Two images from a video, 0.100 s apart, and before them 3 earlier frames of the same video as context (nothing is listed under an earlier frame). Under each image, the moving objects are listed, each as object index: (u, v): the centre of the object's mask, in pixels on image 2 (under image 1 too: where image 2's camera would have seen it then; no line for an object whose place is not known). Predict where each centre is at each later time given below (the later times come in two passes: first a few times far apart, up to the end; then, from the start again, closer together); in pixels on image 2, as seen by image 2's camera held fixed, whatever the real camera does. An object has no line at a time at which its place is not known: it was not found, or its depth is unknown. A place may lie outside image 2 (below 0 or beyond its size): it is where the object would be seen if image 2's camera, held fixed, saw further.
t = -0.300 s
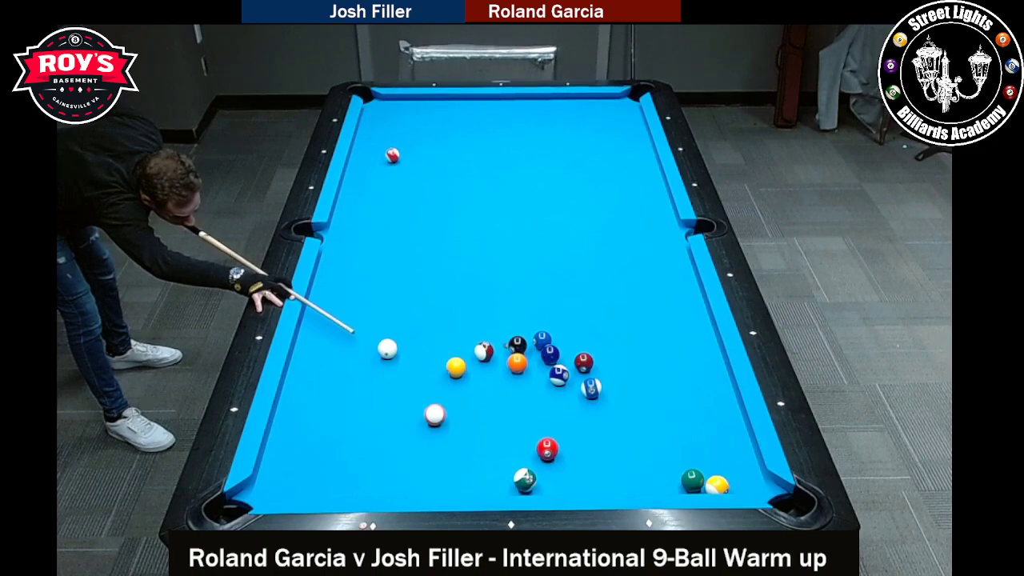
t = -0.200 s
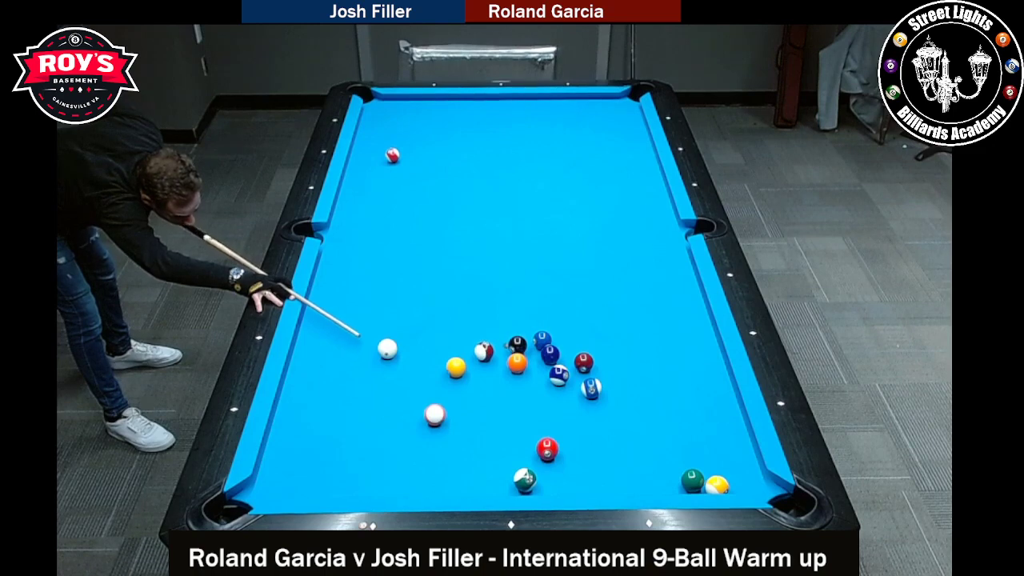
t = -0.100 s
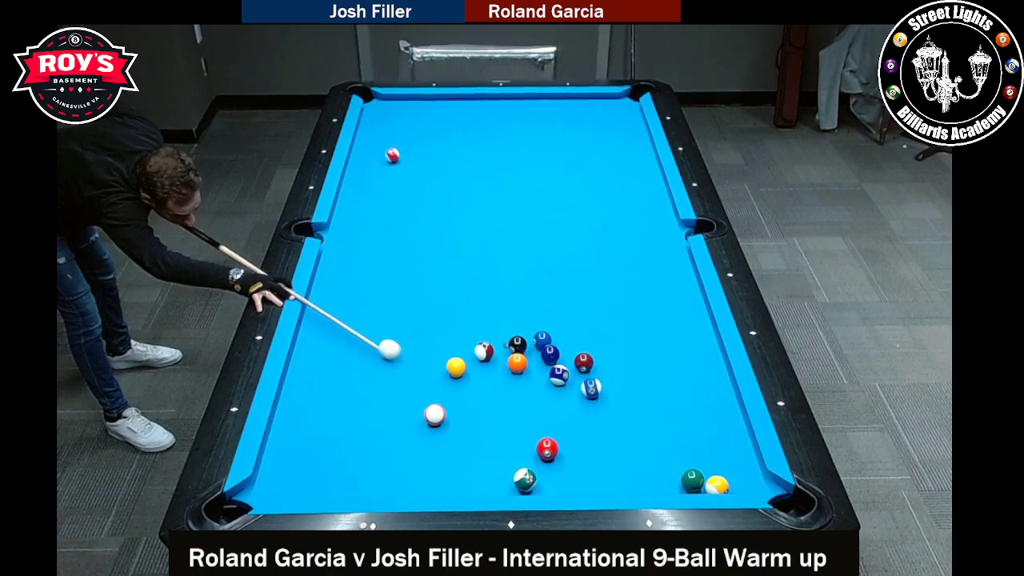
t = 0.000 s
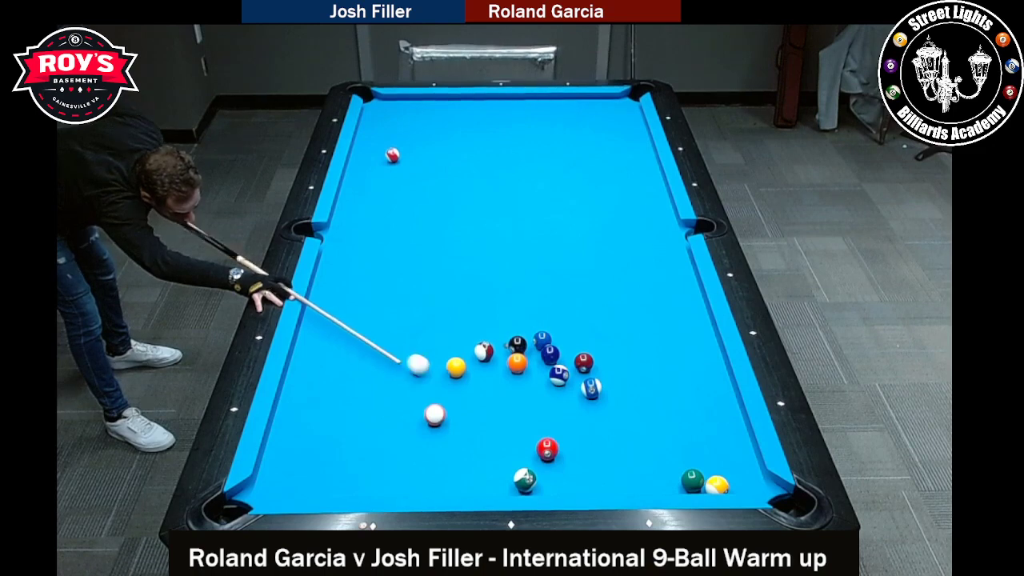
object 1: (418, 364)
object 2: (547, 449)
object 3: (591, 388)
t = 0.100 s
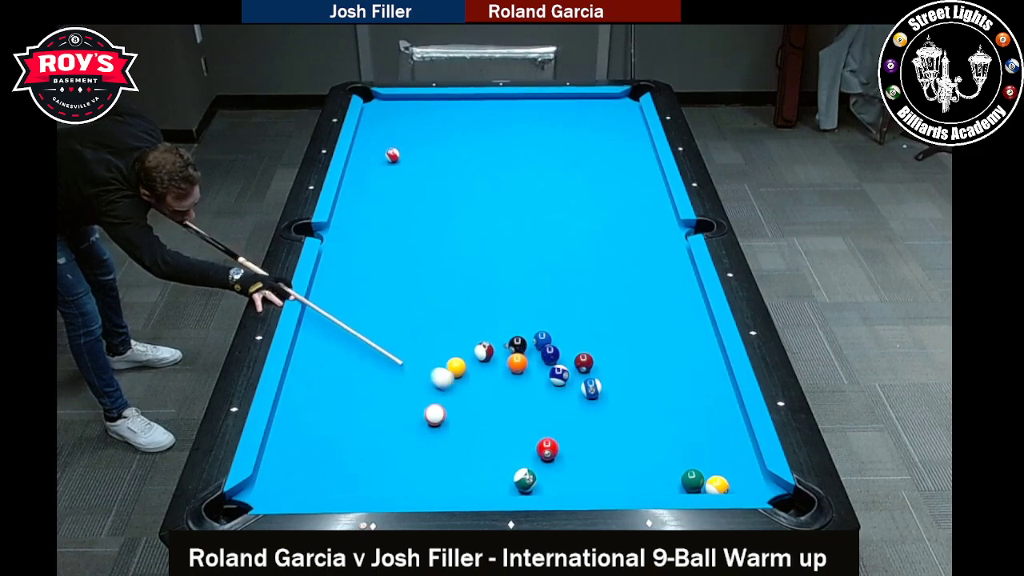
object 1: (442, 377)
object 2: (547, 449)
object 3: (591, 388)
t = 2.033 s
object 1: (720, 467)
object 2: (586, 407)
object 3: (591, 387)
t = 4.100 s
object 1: (712, 458)
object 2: (588, 400)
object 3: (597, 372)
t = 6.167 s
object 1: (712, 458)
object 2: (588, 400)
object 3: (597, 372)
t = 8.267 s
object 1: (713, 458)
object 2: (588, 400)
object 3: (597, 372)
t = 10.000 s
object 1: (712, 458)
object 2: (588, 400)
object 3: (597, 372)
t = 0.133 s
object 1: (450, 382)
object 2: (547, 449)
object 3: (591, 388)
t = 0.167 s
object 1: (458, 386)
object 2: (547, 449)
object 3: (591, 388)
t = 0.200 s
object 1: (466, 391)
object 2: (547, 449)
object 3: (591, 388)
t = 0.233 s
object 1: (474, 395)
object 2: (547, 449)
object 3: (591, 388)
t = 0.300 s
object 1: (491, 405)
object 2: (547, 449)
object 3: (591, 388)
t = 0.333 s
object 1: (499, 409)
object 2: (547, 449)
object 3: (591, 388)
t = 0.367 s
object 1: (508, 414)
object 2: (547, 449)
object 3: (591, 388)
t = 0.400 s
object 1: (517, 419)
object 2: (547, 449)
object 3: (591, 388)
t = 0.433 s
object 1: (525, 424)
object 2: (547, 449)
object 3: (591, 388)
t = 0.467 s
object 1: (534, 429)
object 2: (547, 449)
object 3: (591, 388)
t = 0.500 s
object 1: (543, 432)
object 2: (548, 450)
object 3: (591, 388)
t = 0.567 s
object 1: (557, 433)
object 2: (552, 460)
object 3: (591, 388)
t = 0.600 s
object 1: (564, 434)
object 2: (554, 464)
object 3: (591, 388)
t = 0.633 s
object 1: (571, 435)
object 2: (556, 468)
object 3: (591, 388)
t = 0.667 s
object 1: (578, 436)
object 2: (558, 473)
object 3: (591, 388)
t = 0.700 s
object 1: (585, 436)
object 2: (560, 477)
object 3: (591, 388)
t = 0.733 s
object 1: (592, 437)
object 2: (562, 481)
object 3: (591, 388)
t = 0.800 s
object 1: (606, 438)
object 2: (565, 487)
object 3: (591, 388)
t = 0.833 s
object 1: (613, 439)
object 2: (566, 485)
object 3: (591, 388)
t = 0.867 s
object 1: (620, 440)
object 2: (567, 482)
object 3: (591, 388)
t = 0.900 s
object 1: (627, 440)
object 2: (567, 480)
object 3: (591, 388)
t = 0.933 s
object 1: (634, 441)
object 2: (568, 477)
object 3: (591, 388)
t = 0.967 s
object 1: (640, 442)
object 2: (569, 475)
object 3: (591, 388)
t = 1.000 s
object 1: (648, 443)
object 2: (570, 471)
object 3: (591, 388)
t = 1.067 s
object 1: (661, 444)
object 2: (571, 466)
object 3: (591, 388)
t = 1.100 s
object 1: (668, 445)
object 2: (572, 464)
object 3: (591, 388)
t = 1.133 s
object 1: (675, 446)
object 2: (573, 461)
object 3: (591, 388)
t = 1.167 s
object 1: (682, 446)
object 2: (573, 459)
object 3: (591, 388)
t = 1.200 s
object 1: (688, 447)
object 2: (574, 456)
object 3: (591, 388)
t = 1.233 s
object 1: (695, 448)
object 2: (575, 454)
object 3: (591, 388)
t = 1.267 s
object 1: (702, 449)
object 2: (575, 451)
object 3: (591, 388)
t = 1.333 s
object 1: (715, 450)
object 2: (577, 446)
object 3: (591, 388)
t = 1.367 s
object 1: (722, 451)
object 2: (577, 444)
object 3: (591, 388)
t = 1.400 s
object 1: (728, 452)
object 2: (577, 442)
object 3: (591, 388)
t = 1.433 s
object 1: (735, 452)
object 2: (578, 440)
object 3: (591, 388)
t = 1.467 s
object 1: (741, 453)
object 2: (579, 438)
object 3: (591, 388)
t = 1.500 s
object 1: (748, 454)
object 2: (579, 436)
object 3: (591, 388)
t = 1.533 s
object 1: (748, 456)
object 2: (579, 434)
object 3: (591, 388)
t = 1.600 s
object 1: (742, 460)
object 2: (580, 430)
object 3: (591, 388)
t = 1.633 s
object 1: (739, 463)
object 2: (581, 427)
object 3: (591, 388)
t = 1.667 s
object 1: (736, 465)
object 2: (582, 425)
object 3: (591, 388)
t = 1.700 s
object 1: (734, 468)
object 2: (582, 424)
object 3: (591, 388)
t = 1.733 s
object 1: (731, 469)
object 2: (582, 422)
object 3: (591, 388)
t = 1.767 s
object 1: (729, 471)
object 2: (583, 420)
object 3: (591, 388)
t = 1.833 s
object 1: (726, 471)
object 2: (584, 416)
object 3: (591, 388)
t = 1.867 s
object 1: (725, 470)
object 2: (584, 415)
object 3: (591, 388)
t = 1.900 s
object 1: (724, 470)
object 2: (584, 413)
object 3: (591, 388)
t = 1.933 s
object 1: (723, 469)
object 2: (585, 411)
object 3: (591, 388)
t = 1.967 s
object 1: (722, 468)
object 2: (585, 410)
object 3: (591, 388)
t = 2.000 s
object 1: (721, 468)
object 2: (586, 408)
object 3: (591, 387)
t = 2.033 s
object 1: (720, 467)
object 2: (586, 407)
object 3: (591, 387)
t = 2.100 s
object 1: (719, 466)
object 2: (587, 404)
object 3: (591, 386)
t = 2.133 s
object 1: (718, 465)
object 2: (587, 402)
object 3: (591, 386)
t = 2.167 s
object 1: (718, 465)
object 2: (588, 401)
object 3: (592, 385)
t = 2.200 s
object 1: (717, 464)
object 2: (588, 401)
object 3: (592, 385)
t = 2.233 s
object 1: (717, 464)
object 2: (588, 401)
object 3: (592, 384)
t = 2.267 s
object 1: (716, 463)
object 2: (588, 400)
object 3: (592, 384)
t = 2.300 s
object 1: (716, 463)
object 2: (588, 400)
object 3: (592, 383)
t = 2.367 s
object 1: (715, 462)
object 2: (588, 400)
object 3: (593, 382)
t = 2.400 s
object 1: (715, 462)
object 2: (588, 400)
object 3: (593, 382)
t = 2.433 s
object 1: (714, 461)
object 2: (588, 400)
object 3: (593, 381)
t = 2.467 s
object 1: (714, 461)
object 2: (588, 400)
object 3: (593, 381)
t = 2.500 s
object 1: (714, 461)
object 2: (588, 400)
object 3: (594, 380)
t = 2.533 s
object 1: (714, 460)
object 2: (588, 400)
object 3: (594, 380)
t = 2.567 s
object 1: (713, 460)
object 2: (588, 400)
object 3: (594, 379)
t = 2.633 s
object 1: (713, 459)
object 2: (588, 400)
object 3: (594, 378)
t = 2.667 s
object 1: (713, 459)
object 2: (588, 400)
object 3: (594, 378)
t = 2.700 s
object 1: (713, 459)
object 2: (588, 400)
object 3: (595, 377)
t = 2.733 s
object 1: (713, 459)
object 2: (588, 400)
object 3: (595, 377)
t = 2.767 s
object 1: (712, 458)
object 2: (588, 400)
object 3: (595, 376)
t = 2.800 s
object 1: (712, 458)
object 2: (588, 400)
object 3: (595, 376)
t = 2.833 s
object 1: (712, 458)
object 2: (588, 400)
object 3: (595, 376)
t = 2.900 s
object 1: (712, 458)
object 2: (588, 400)
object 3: (596, 375)
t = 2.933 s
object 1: (712, 458)
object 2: (588, 400)
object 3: (596, 375)
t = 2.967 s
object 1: (712, 458)
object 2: (588, 400)
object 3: (596, 375)
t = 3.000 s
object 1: (712, 458)
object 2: (588, 400)
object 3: (596, 374)
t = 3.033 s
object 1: (712, 458)
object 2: (588, 400)
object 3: (596, 374)
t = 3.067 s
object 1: (712, 457)
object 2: (588, 400)
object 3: (596, 374)
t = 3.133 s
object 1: (712, 458)
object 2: (588, 400)
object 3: (596, 373)
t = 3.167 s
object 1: (712, 458)
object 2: (588, 400)
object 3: (596, 373)
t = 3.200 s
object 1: (712, 458)
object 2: (588, 400)
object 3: (597, 373)
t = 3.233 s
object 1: (712, 458)
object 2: (588, 400)
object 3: (597, 373)
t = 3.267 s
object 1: (712, 458)
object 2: (588, 400)
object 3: (597, 373)
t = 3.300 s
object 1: (712, 458)
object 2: (588, 400)
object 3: (597, 373)
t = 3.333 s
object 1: (712, 458)
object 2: (588, 400)
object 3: (597, 373)
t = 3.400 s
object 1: (712, 458)
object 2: (588, 400)
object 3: (597, 373)
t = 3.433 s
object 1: (712, 458)
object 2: (588, 400)
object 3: (597, 373)
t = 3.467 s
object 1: (712, 458)
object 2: (588, 400)
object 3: (597, 373)
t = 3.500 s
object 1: (712, 458)
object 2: (588, 400)
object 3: (597, 373)
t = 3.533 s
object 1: (712, 458)
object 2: (588, 400)
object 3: (597, 372)
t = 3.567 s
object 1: (712, 458)
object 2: (588, 400)
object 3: (597, 372)
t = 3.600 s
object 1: (712, 458)
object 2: (588, 400)
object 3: (597, 372)
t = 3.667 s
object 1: (712, 458)
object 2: (588, 400)
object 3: (597, 372)
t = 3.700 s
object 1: (712, 458)
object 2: (588, 400)
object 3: (597, 372)
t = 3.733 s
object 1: (712, 458)
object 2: (588, 400)
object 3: (597, 372)
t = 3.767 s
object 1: (712, 458)
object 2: (588, 400)
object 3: (597, 372)
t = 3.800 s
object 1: (712, 458)
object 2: (588, 400)
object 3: (597, 372)
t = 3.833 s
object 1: (712, 458)
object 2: (588, 400)
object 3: (597, 372)
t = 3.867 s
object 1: (712, 458)
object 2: (588, 400)
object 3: (597, 372)
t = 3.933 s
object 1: (712, 458)
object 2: (588, 400)
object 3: (597, 372)
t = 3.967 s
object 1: (712, 458)
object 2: (588, 400)
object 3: (597, 372)
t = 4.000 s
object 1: (712, 458)
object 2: (588, 400)
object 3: (597, 372)
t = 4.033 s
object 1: (712, 458)
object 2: (588, 400)
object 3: (597, 372)
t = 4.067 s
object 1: (712, 458)
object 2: (588, 400)
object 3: (597, 372)
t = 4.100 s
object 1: (712, 458)
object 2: (588, 400)
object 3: (597, 372)
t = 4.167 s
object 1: (712, 458)
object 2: (588, 400)
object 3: (597, 372)
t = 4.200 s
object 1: (712, 458)
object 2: (588, 400)
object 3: (597, 372)
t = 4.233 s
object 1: (712, 458)
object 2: (588, 400)
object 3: (597, 372)
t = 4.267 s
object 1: (712, 458)
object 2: (588, 400)
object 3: (597, 372)
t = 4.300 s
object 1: (712, 458)
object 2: (588, 400)
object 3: (597, 372)
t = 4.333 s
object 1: (712, 458)
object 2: (588, 400)
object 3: (597, 372)
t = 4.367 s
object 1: (712, 458)
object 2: (588, 400)
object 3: (597, 372)
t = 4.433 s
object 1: (712, 458)
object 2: (588, 400)
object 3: (597, 372)
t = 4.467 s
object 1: (712, 458)
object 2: (588, 400)
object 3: (597, 372)
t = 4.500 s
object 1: (712, 458)
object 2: (588, 400)
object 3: (597, 372)
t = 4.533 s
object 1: (712, 458)
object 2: (588, 400)
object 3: (597, 372)
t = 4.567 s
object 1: (712, 458)
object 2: (588, 400)
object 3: (597, 372)
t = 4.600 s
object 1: (712, 458)
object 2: (588, 400)
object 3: (597, 372)
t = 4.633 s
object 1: (712, 458)
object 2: (588, 400)
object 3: (597, 372)
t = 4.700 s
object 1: (712, 458)
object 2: (588, 400)
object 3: (597, 372)
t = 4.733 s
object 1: (712, 458)
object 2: (588, 400)
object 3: (597, 372)
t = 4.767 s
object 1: (712, 458)
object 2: (588, 400)
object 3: (597, 372)
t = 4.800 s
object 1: (712, 458)
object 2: (588, 400)
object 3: (597, 372)
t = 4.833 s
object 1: (712, 458)
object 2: (588, 400)
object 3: (597, 372)
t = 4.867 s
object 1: (712, 458)
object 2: (588, 400)
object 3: (597, 372)
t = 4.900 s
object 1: (712, 458)
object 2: (588, 400)
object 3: (597, 372)
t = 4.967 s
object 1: (712, 458)
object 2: (588, 400)
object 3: (597, 372)
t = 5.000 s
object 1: (712, 458)
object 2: (588, 400)
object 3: (597, 372)
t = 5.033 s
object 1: (712, 458)
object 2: (588, 400)
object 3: (597, 372)
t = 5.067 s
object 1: (712, 458)
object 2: (588, 400)
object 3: (597, 372)
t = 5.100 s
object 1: (712, 458)
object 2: (588, 400)
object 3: (597, 372)
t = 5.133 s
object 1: (712, 458)
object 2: (588, 400)
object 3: (597, 372)
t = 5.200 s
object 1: (712, 458)
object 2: (588, 400)
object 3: (597, 372)
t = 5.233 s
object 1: (713, 458)
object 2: (588, 400)
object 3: (597, 372)
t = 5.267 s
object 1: (712, 458)
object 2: (588, 400)
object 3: (597, 372)
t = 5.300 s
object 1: (712, 458)
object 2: (588, 400)
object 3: (597, 372)
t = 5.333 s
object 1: (712, 458)
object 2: (588, 400)
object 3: (597, 372)
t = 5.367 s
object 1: (712, 458)
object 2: (588, 400)
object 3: (597, 372)
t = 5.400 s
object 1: (712, 458)
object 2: (588, 400)
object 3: (597, 372)
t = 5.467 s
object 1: (713, 458)
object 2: (588, 400)
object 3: (597, 372)
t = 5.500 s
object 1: (712, 458)
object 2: (588, 400)
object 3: (597, 372)
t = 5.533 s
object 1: (712, 458)
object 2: (588, 400)
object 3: (597, 372)
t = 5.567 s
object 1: (712, 458)
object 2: (588, 400)
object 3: (597, 372)
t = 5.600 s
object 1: (712, 458)
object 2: (588, 400)
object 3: (597, 372)
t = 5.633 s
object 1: (712, 457)
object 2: (588, 400)
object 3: (597, 372)
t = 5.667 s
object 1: (712, 458)
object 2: (588, 400)
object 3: (597, 372)
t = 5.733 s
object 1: (712, 458)
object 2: (588, 400)
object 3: (597, 372)
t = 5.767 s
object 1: (713, 458)
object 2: (588, 400)
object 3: (597, 372)
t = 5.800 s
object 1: (712, 458)
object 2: (588, 400)
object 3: (597, 372)
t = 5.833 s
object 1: (712, 458)
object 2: (588, 400)
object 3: (597, 372)
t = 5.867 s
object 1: (712, 458)
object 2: (588, 400)
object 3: (597, 372)
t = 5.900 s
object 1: (712, 458)
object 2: (588, 400)
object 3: (597, 372)
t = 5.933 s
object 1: (712, 458)
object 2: (588, 400)
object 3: (597, 372)
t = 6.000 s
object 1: (712, 458)
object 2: (588, 400)
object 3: (597, 372)
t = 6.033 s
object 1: (712, 458)
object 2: (588, 400)
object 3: (597, 372)
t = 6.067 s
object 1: (712, 458)
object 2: (588, 400)
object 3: (597, 372)
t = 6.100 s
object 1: (712, 458)
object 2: (588, 400)
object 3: (597, 372)
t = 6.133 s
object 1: (712, 458)
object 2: (588, 400)
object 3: (597, 372)
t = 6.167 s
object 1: (712, 458)
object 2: (588, 400)
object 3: (597, 372)
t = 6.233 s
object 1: (713, 458)
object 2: (588, 400)
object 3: (597, 372)
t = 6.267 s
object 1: (712, 458)
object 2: (588, 400)
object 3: (597, 372)
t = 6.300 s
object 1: (712, 458)
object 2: (588, 400)
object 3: (597, 372)
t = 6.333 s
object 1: (712, 458)
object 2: (588, 400)
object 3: (597, 372)
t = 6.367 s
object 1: (712, 458)
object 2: (588, 400)
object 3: (597, 372)
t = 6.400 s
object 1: (712, 458)
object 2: (588, 400)
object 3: (597, 372)
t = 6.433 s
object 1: (712, 458)
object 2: (588, 400)
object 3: (597, 372)
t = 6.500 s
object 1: (712, 458)
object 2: (588, 400)
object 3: (597, 372)
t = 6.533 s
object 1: (712, 458)
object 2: (588, 400)
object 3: (597, 372)
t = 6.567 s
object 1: (712, 458)
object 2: (588, 400)
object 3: (597, 372)
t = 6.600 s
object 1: (712, 458)
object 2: (588, 400)
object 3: (597, 372)
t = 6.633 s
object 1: (712, 458)
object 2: (588, 400)
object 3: (597, 372)
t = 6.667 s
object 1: (712, 458)
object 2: (588, 400)
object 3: (597, 372)
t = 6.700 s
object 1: (712, 458)
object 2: (588, 400)
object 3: (597, 372)
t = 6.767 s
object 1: (712, 458)
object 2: (588, 400)
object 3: (597, 372)
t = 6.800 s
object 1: (712, 458)
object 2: (588, 400)
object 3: (597, 372)
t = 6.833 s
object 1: (712, 458)
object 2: (588, 400)
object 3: (597, 372)
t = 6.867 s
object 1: (712, 458)
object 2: (588, 400)
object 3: (597, 372)
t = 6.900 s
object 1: (712, 458)
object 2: (588, 400)
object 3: (597, 372)
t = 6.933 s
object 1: (712, 458)
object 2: (588, 400)
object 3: (597, 372)
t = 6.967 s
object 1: (712, 458)
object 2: (588, 400)
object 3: (597, 372)
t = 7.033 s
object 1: (712, 458)
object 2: (588, 400)
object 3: (597, 372)
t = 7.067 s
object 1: (712, 458)
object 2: (588, 400)
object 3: (597, 372)
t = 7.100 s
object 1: (712, 458)
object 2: (588, 400)
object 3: (597, 372)
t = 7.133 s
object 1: (712, 458)
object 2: (588, 400)
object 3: (597, 372)
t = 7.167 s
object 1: (712, 458)
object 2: (588, 400)
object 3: (597, 372)
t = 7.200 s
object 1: (713, 458)
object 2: (588, 400)
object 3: (597, 372)
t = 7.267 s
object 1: (712, 458)
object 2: (588, 400)
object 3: (597, 372)
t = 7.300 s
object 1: (712, 458)
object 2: (588, 400)
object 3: (597, 372)
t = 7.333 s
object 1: (712, 458)
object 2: (588, 400)
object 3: (597, 372)
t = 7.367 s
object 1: (712, 458)
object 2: (588, 400)
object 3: (597, 372)
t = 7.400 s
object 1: (712, 458)
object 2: (588, 400)
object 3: (597, 372)
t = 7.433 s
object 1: (712, 458)
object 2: (588, 400)
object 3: (597, 372)
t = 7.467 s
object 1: (712, 458)
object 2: (588, 400)
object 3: (597, 372)
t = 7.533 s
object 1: (712, 458)
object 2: (588, 400)
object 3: (597, 372)
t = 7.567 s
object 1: (712, 458)
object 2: (588, 400)
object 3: (597, 372)
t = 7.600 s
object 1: (713, 458)
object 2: (588, 400)
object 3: (597, 372)
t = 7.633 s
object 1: (712, 457)
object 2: (588, 400)
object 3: (597, 372)
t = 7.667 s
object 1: (712, 458)
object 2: (588, 400)
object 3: (597, 372)
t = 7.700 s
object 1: (712, 458)
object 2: (588, 400)
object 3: (597, 372)
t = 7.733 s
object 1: (712, 458)
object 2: (588, 400)
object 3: (597, 372)
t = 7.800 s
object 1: (712, 458)
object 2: (588, 400)
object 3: (597, 372)
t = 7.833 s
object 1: (712, 457)
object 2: (588, 400)
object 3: (597, 372)
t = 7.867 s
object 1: (713, 458)
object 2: (588, 400)
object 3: (597, 372)
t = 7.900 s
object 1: (712, 458)
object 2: (588, 400)
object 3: (597, 372)
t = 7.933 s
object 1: (712, 458)
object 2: (588, 400)
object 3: (597, 372)
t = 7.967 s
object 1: (712, 458)
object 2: (588, 400)
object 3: (597, 372)
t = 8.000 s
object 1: (712, 458)
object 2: (588, 400)
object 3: (597, 372)
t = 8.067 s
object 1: (712, 458)
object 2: (588, 400)
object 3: (597, 372)
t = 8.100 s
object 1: (712, 457)
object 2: (588, 400)
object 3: (597, 372)
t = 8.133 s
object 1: (712, 458)
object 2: (588, 400)
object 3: (597, 372)
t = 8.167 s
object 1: (712, 458)
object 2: (588, 400)
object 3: (597, 372)
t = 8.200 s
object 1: (712, 458)
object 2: (588, 400)
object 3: (597, 372)
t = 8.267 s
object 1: (713, 458)
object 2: (588, 400)
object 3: (597, 372)
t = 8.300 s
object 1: (712, 458)
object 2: (588, 400)
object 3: (597, 372)
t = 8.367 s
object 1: (712, 458)
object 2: (588, 400)
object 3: (597, 372)
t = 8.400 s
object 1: (712, 458)
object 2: (588, 400)
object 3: (597, 372)
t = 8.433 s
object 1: (713, 458)
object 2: (588, 400)
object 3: (597, 372)
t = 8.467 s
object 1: (712, 458)
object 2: (588, 400)
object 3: (597, 372)
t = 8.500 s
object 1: (712, 458)
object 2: (588, 400)
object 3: (597, 372)
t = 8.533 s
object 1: (712, 458)
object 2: (588, 400)
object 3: (597, 372)
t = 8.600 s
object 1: (712, 458)
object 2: (588, 401)
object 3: (597, 372)
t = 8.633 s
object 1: (712, 458)
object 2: (588, 400)
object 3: (597, 372)
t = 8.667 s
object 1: (712, 458)
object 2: (588, 400)
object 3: (597, 372)
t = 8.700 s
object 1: (712, 458)
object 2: (588, 398)
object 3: (597, 372)
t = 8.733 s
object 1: (712, 458)
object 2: (588, 398)
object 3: (597, 372)
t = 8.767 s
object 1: (713, 458)
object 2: (588, 400)
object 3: (597, 372)
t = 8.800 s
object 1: (712, 458)
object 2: (588, 400)
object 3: (597, 372)
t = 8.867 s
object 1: (712, 458)
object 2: (588, 400)
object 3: (597, 372)
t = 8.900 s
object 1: (712, 458)
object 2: (588, 400)
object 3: (597, 372)
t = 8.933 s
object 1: (712, 458)
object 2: (588, 400)
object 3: (597, 372)
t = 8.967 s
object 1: (712, 458)
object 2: (588, 400)
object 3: (597, 372)
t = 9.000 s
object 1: (712, 458)
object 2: (588, 400)
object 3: (597, 372)
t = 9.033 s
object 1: (712, 458)
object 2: (588, 400)
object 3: (597, 372)
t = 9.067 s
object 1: (712, 458)
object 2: (588, 400)
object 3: (597, 372)
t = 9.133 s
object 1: (712, 458)
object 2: (588, 400)
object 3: (597, 372)
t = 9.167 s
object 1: (712, 458)
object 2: (588, 400)
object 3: (597, 372)
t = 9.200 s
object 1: (712, 458)
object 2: (588, 400)
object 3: (597, 372)
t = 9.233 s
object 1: (712, 458)
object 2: (588, 400)
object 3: (597, 372)
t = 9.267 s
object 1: (712, 458)
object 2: (588, 400)
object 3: (597, 372)
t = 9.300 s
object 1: (712, 458)
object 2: (588, 400)
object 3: (597, 372)
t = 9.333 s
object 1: (712, 458)
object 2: (588, 400)
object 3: (597, 372)
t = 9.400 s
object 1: (712, 458)
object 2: (588, 400)
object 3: (597, 372)
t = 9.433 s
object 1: (713, 458)
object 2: (588, 400)
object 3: (597, 372)
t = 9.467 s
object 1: (712, 458)
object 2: (588, 400)
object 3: (597, 372)
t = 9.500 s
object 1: (713, 458)
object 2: (588, 400)
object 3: (597, 372)
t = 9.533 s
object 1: (712, 458)
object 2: (588, 400)
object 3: (597, 372)
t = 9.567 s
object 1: (713, 458)
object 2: (588, 400)
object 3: (597, 372)
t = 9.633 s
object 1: (712, 458)
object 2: (588, 400)
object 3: (597, 372)
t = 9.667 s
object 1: (712, 458)
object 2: (588, 400)
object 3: (597, 372)
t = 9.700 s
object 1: (712, 458)
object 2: (588, 400)
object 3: (597, 372)
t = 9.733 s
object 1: (712, 458)
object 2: (588, 400)
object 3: (597, 372)
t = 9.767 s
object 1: (712, 458)
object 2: (588, 400)
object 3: (597, 372)
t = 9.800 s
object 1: (712, 458)
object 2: (588, 400)
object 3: (597, 372)
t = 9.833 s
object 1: (712, 458)
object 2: (588, 400)
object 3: (597, 372)
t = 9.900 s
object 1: (712, 458)
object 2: (588, 400)
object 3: (597, 372)
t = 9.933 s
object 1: (712, 458)
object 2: (588, 400)
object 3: (597, 372)
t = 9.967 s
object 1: (712, 458)
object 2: (588, 400)
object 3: (597, 372)
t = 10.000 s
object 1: (712, 458)
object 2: (588, 400)
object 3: (597, 372)
